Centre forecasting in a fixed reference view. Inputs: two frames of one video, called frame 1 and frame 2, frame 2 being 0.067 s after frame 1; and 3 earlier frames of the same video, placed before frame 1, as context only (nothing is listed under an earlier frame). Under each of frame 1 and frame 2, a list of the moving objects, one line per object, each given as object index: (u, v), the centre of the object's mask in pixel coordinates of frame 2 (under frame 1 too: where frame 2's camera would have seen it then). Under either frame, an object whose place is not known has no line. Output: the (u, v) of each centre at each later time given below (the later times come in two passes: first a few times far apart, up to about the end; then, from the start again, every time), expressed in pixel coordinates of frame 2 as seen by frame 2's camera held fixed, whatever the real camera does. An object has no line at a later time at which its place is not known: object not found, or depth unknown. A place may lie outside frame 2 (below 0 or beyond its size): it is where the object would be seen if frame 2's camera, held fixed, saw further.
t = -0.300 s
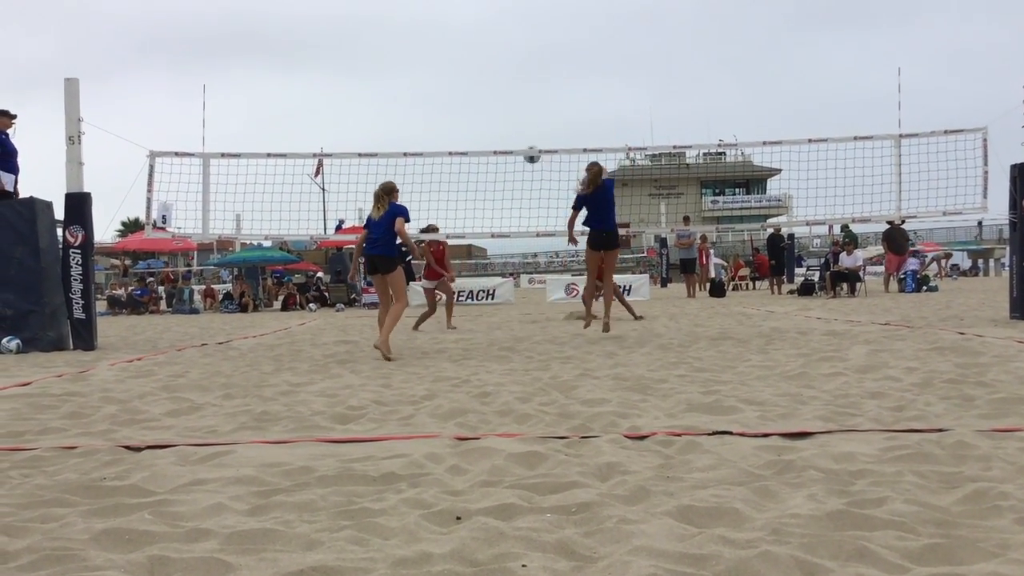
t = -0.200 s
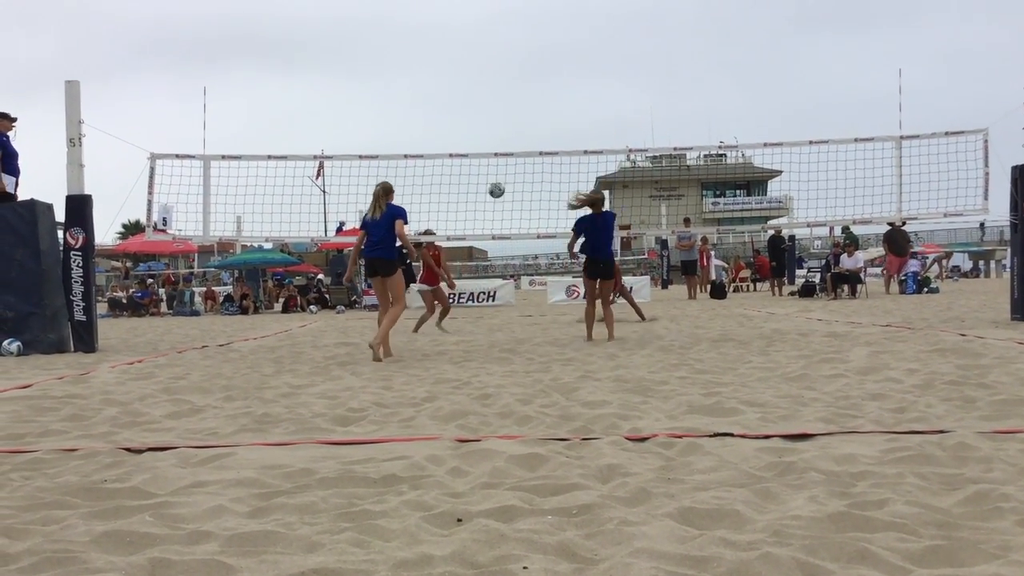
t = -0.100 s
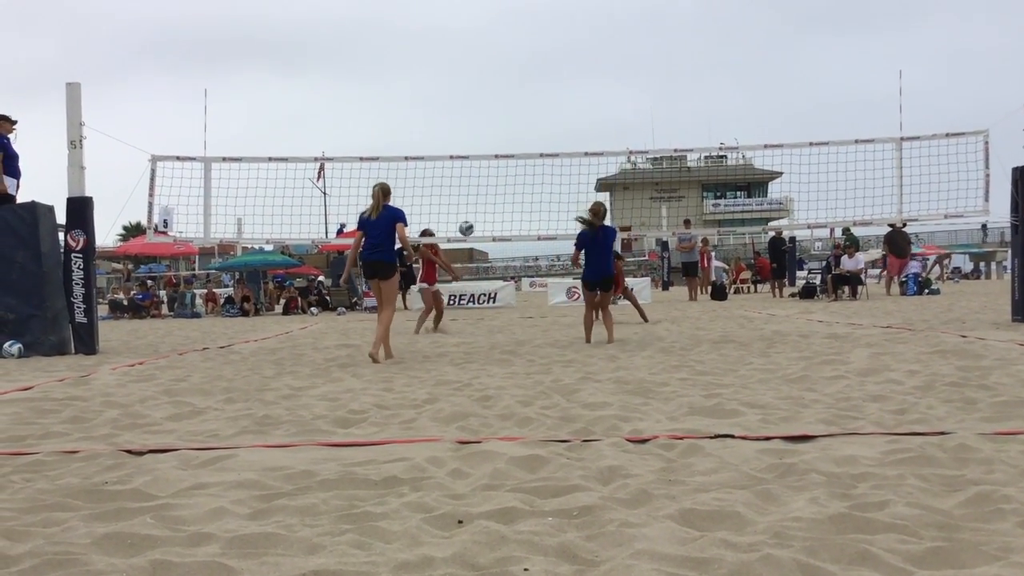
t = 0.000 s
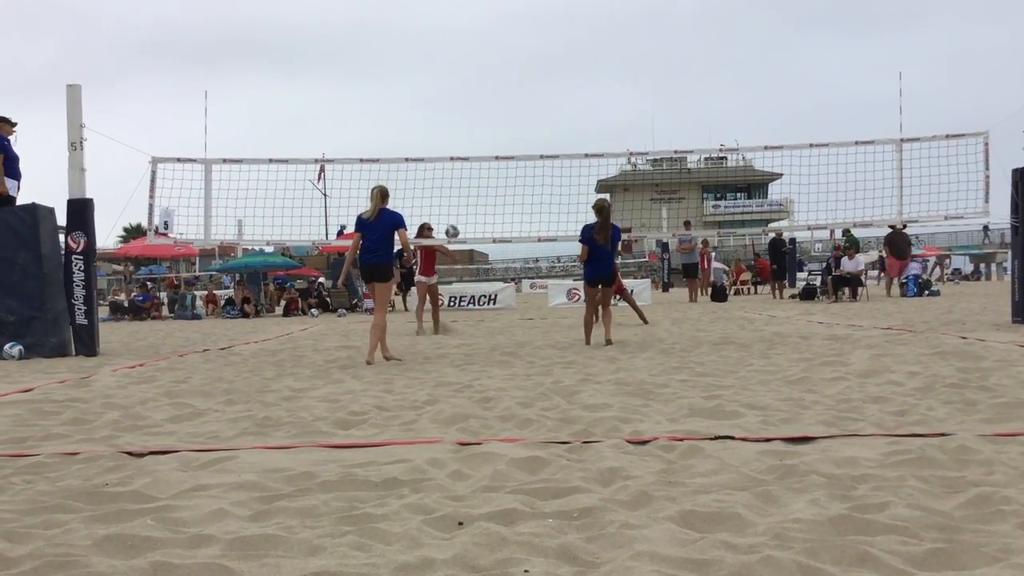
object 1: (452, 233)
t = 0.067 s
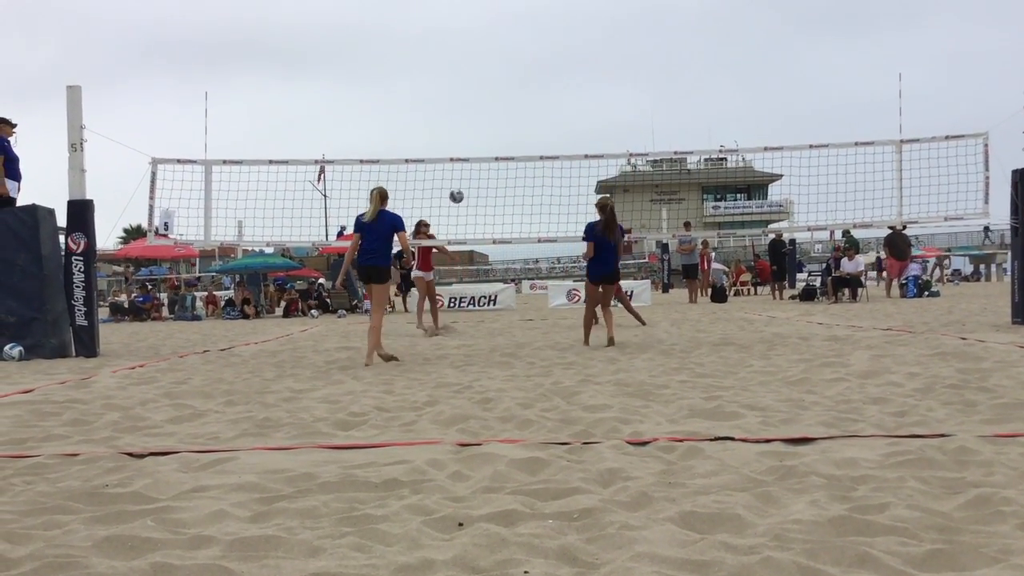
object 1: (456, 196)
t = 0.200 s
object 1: (465, 131)
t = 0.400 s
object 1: (478, 55)
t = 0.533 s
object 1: (487, 19)
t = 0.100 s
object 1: (458, 179)
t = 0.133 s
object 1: (461, 166)
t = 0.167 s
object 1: (463, 146)
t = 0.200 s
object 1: (465, 131)
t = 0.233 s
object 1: (467, 116)
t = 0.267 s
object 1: (469, 103)
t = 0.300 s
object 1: (471, 90)
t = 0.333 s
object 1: (473, 78)
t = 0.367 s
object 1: (476, 66)
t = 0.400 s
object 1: (478, 55)
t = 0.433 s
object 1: (480, 45)
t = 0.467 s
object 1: (482, 35)
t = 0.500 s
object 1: (484, 27)
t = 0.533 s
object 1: (487, 19)
